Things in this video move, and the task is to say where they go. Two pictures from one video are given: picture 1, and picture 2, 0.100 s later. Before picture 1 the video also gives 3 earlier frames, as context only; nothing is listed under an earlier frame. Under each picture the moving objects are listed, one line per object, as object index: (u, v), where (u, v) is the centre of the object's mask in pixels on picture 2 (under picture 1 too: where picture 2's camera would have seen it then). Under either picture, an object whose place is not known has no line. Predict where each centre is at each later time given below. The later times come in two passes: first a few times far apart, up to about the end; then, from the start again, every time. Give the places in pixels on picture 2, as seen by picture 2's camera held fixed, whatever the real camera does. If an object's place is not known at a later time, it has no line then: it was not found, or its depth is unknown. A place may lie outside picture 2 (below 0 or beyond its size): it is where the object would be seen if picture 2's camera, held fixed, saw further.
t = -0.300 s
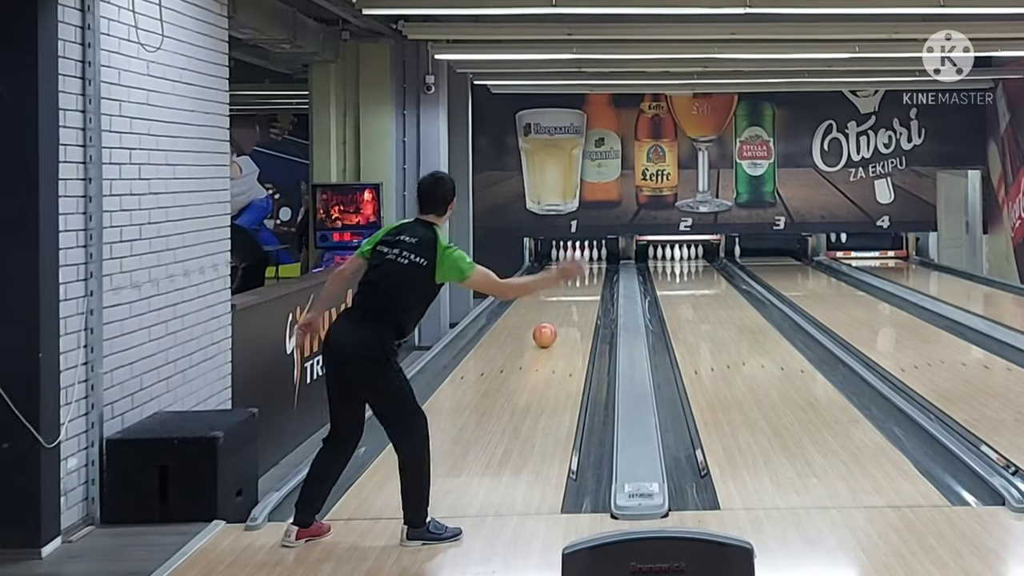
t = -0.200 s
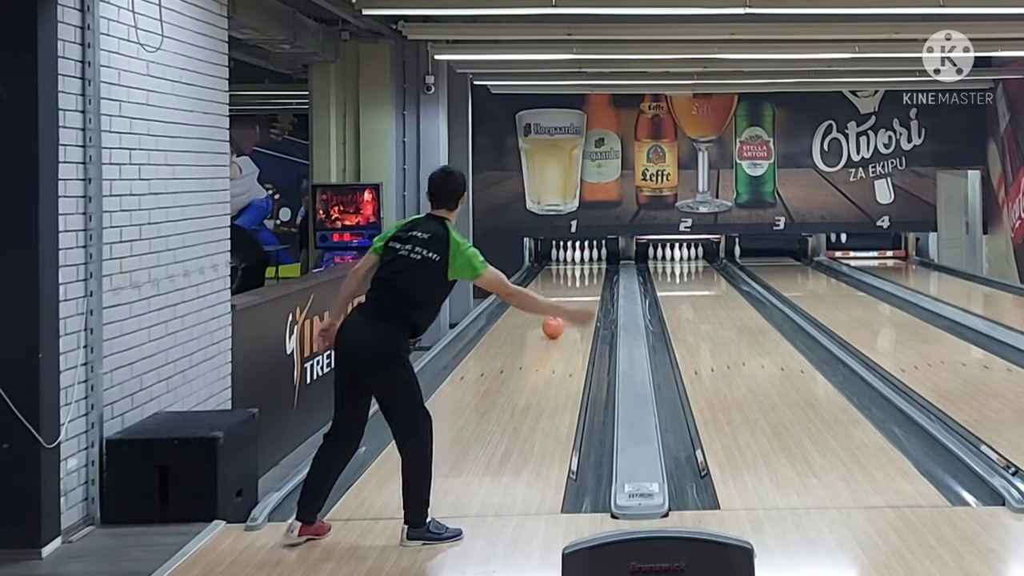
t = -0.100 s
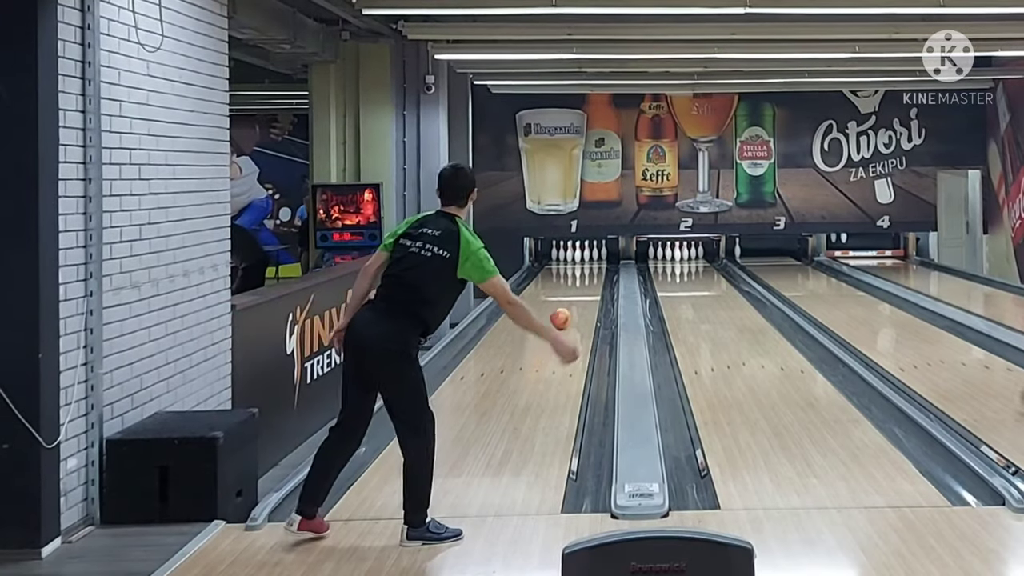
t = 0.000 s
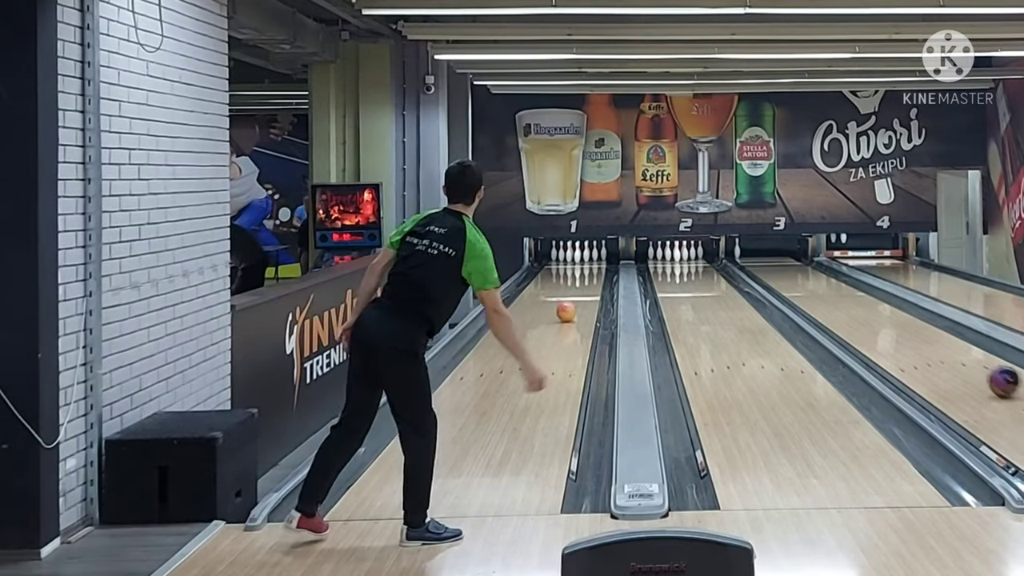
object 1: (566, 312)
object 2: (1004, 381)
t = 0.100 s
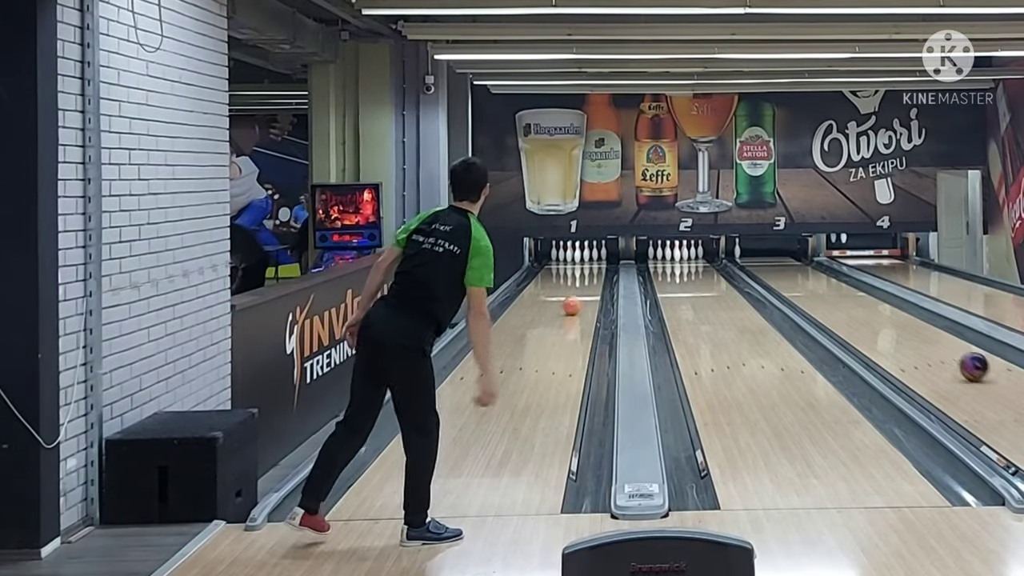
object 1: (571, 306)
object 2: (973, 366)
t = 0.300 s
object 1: (580, 295)
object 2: (925, 342)
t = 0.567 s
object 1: (588, 283)
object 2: (878, 318)
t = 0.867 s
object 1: (590, 274)
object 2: (839, 300)
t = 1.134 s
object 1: (590, 268)
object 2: (813, 286)
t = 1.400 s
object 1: (583, 259)
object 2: (792, 276)
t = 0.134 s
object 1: (573, 304)
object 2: (964, 362)
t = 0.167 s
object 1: (574, 302)
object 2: (956, 357)
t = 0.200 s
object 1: (577, 300)
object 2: (948, 353)
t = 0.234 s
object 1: (578, 298)
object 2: (940, 350)
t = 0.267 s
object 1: (579, 296)
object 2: (932, 346)
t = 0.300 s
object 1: (580, 295)
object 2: (925, 342)
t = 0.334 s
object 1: (582, 293)
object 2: (918, 339)
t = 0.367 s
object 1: (583, 292)
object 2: (912, 336)
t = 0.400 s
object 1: (584, 290)
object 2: (905, 333)
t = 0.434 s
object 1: (585, 289)
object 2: (900, 330)
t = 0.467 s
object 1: (585, 288)
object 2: (894, 327)
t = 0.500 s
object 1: (586, 286)
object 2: (888, 324)
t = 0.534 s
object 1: (587, 284)
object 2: (883, 321)
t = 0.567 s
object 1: (588, 283)
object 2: (878, 318)
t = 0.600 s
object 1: (588, 282)
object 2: (873, 316)
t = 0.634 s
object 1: (589, 281)
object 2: (868, 313)
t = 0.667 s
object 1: (589, 280)
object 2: (864, 311)
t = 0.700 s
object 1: (589, 279)
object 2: (859, 309)
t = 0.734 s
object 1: (590, 278)
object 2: (855, 307)
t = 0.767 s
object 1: (590, 276)
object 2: (851, 305)
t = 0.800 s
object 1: (590, 275)
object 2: (847, 304)
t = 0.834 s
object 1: (590, 275)
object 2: (843, 301)
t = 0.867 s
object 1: (590, 274)
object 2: (839, 300)
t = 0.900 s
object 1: (590, 273)
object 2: (835, 298)
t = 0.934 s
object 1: (590, 273)
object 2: (832, 296)
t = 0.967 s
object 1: (590, 272)
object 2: (829, 294)
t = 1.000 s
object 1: (590, 271)
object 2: (825, 293)
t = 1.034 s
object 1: (590, 269)
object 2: (822, 291)
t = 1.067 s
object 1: (590, 268)
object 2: (819, 290)
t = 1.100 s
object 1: (590, 268)
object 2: (816, 288)
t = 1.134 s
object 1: (590, 268)
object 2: (813, 286)
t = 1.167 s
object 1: (589, 267)
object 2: (810, 285)
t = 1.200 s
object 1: (588, 266)
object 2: (807, 284)
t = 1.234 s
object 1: (588, 265)
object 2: (804, 282)
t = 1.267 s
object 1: (588, 265)
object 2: (802, 281)
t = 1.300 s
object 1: (586, 263)
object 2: (799, 280)
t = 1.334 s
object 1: (586, 262)
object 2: (797, 279)
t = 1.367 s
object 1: (585, 261)
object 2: (795, 278)
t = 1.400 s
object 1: (583, 259)
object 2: (792, 276)
